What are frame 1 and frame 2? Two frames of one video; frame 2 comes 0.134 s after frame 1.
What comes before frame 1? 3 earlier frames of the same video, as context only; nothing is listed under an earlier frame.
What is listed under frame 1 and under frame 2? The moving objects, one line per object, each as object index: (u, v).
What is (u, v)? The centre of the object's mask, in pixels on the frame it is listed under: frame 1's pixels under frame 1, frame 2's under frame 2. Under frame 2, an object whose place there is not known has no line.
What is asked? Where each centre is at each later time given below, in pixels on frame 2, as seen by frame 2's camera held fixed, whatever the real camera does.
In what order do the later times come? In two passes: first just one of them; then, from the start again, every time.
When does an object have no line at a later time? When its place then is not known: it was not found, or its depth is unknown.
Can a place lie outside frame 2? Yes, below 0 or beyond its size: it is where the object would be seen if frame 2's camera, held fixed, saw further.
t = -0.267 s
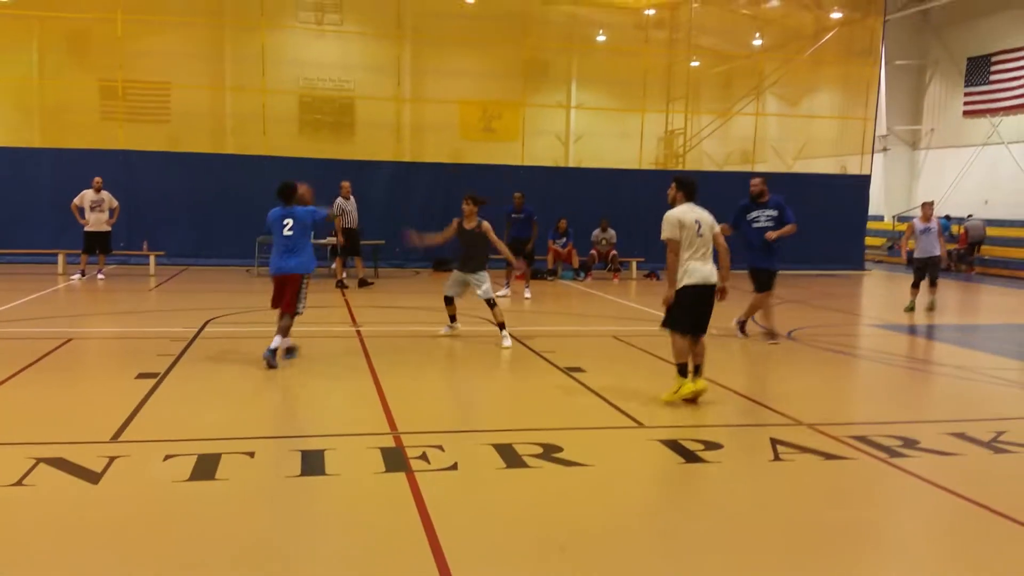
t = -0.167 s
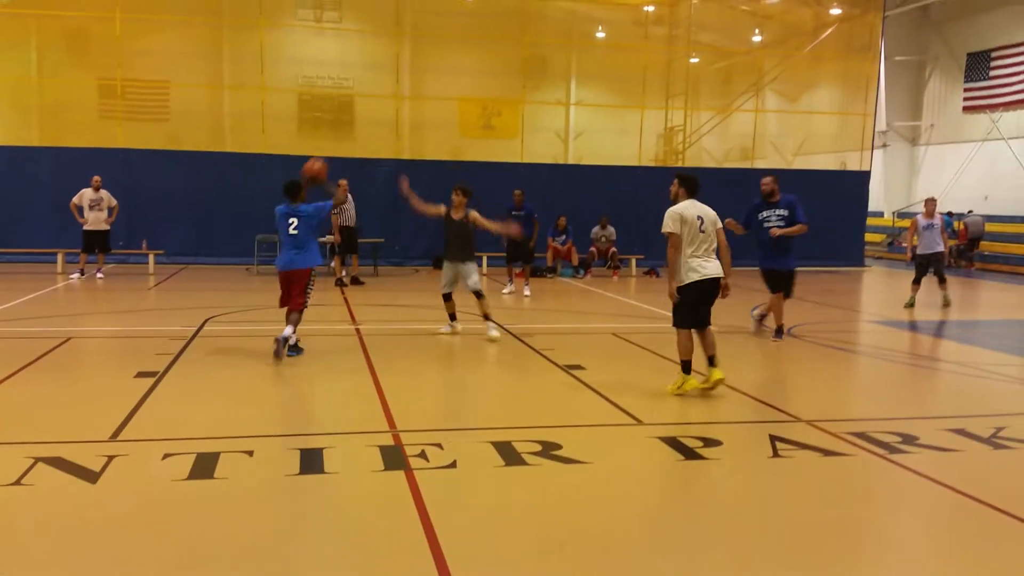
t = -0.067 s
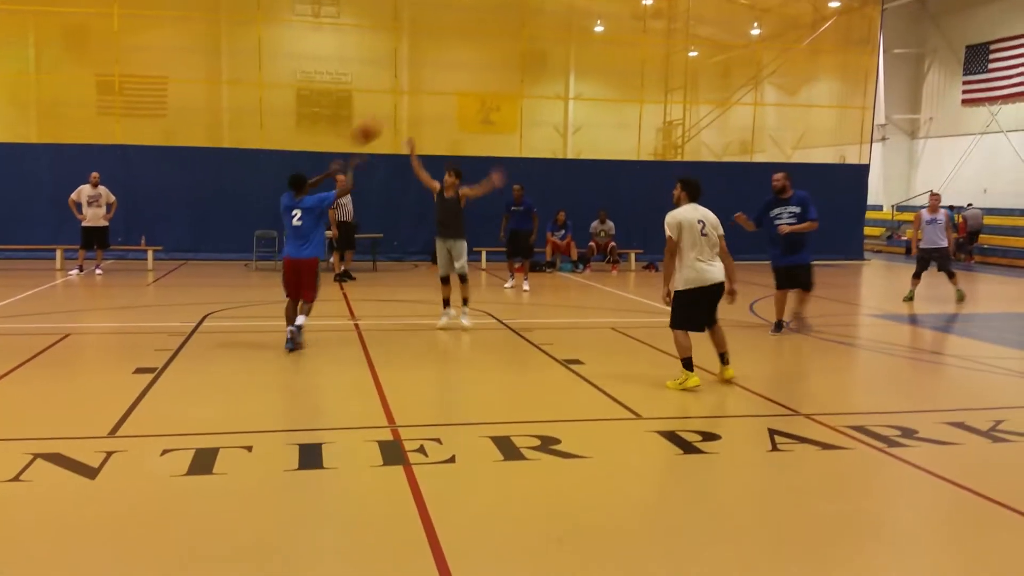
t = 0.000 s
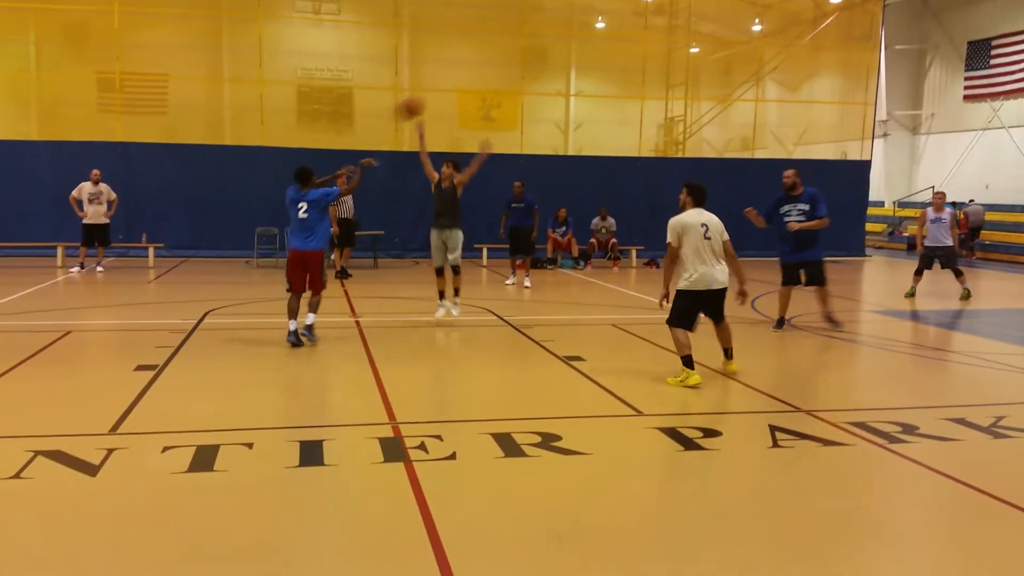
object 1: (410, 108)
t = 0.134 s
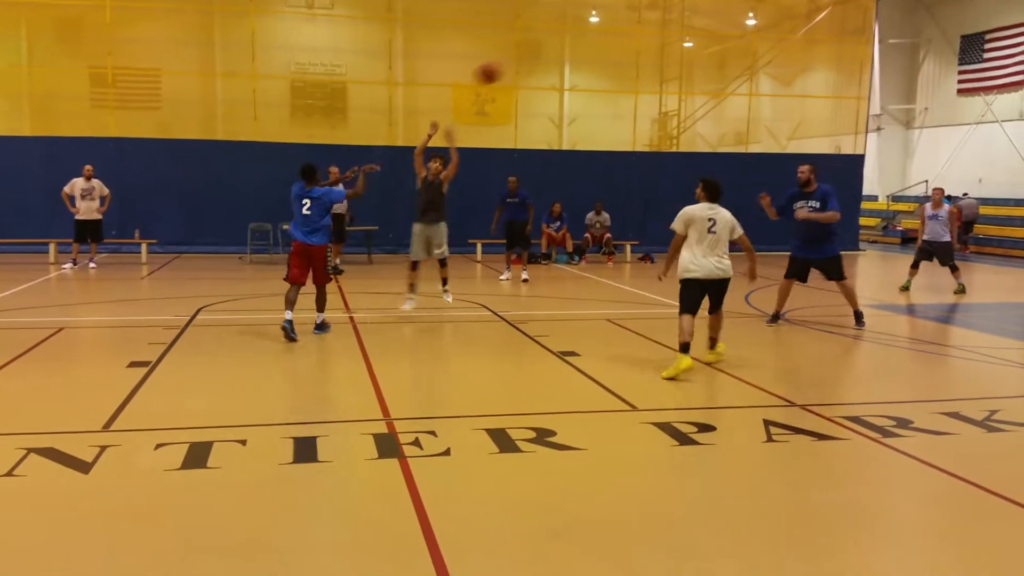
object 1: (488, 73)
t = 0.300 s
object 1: (590, 60)
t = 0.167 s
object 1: (508, 69)
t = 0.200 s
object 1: (529, 65)
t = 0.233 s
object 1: (551, 61)
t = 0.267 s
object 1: (571, 60)
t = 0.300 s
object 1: (590, 60)
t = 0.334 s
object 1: (610, 61)
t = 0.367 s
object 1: (629, 62)
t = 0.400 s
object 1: (648, 65)
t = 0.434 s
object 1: (667, 68)
